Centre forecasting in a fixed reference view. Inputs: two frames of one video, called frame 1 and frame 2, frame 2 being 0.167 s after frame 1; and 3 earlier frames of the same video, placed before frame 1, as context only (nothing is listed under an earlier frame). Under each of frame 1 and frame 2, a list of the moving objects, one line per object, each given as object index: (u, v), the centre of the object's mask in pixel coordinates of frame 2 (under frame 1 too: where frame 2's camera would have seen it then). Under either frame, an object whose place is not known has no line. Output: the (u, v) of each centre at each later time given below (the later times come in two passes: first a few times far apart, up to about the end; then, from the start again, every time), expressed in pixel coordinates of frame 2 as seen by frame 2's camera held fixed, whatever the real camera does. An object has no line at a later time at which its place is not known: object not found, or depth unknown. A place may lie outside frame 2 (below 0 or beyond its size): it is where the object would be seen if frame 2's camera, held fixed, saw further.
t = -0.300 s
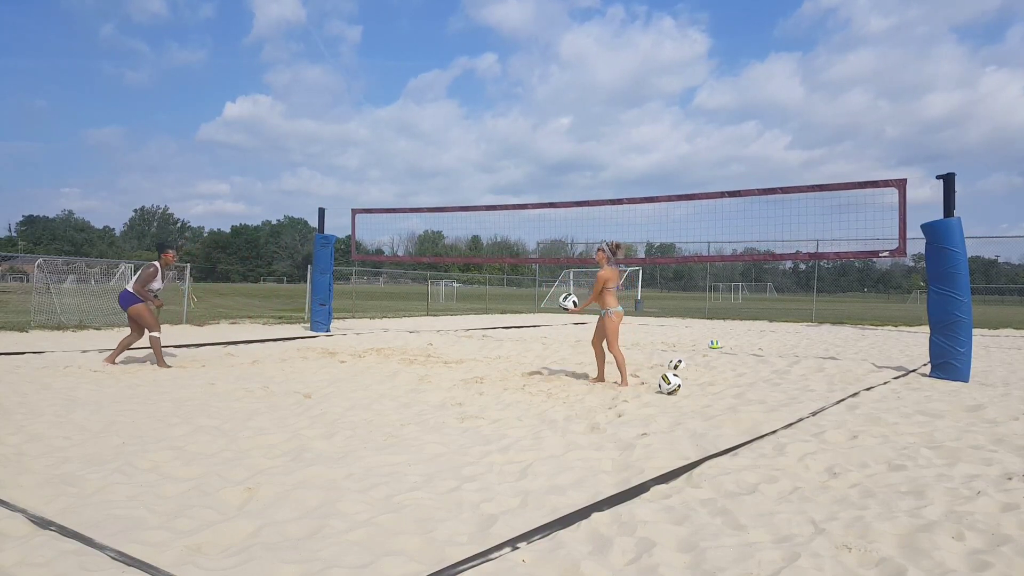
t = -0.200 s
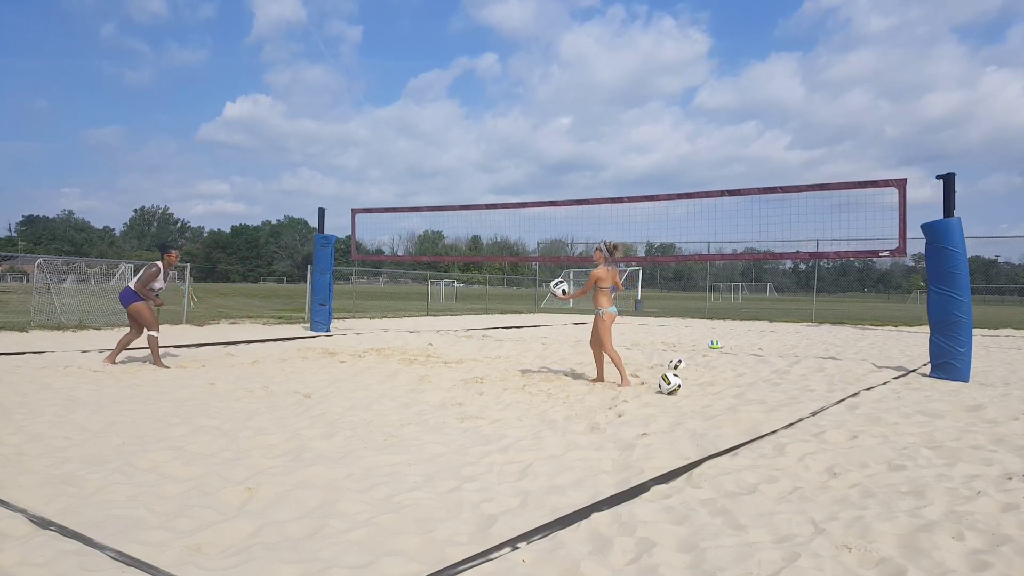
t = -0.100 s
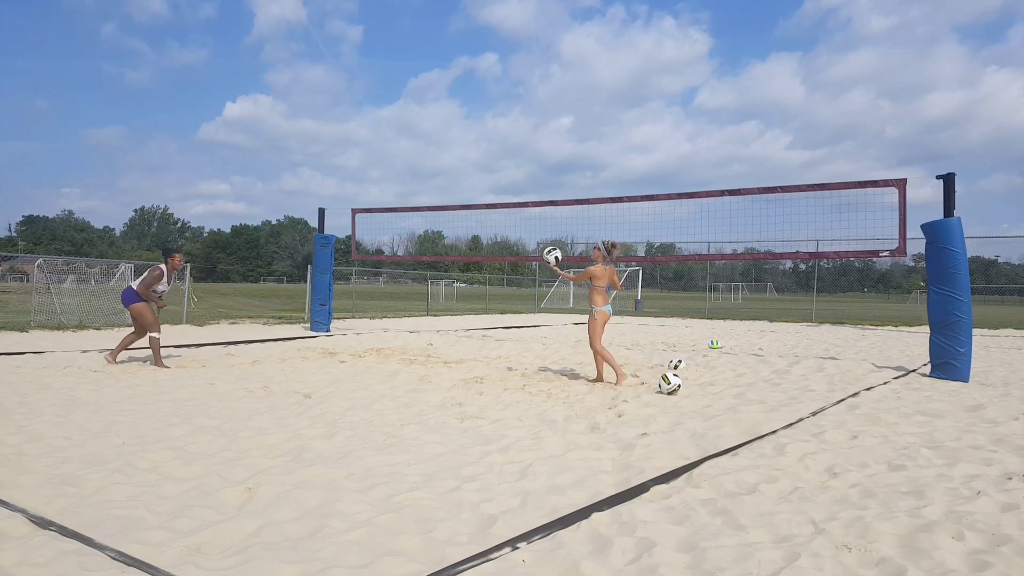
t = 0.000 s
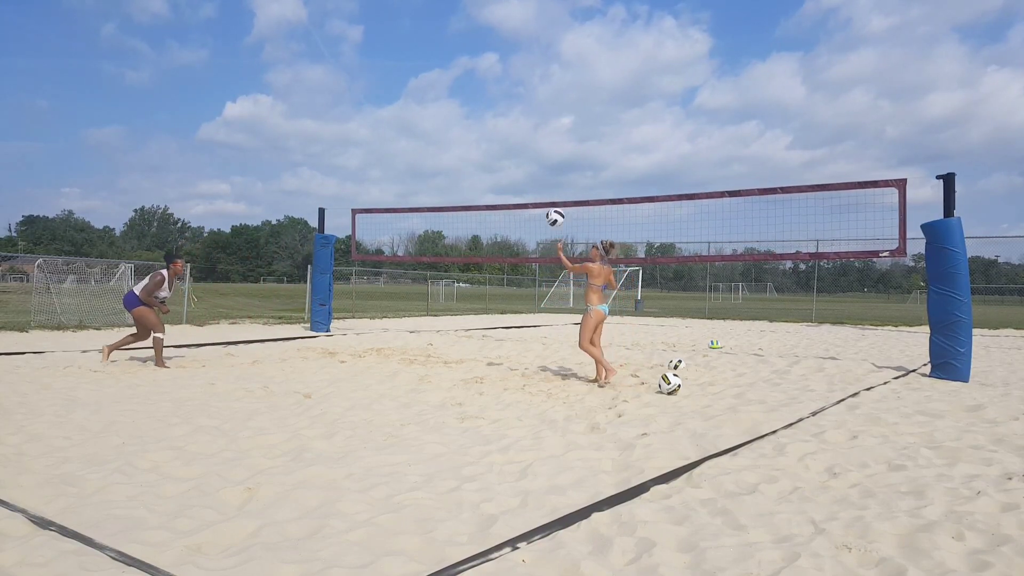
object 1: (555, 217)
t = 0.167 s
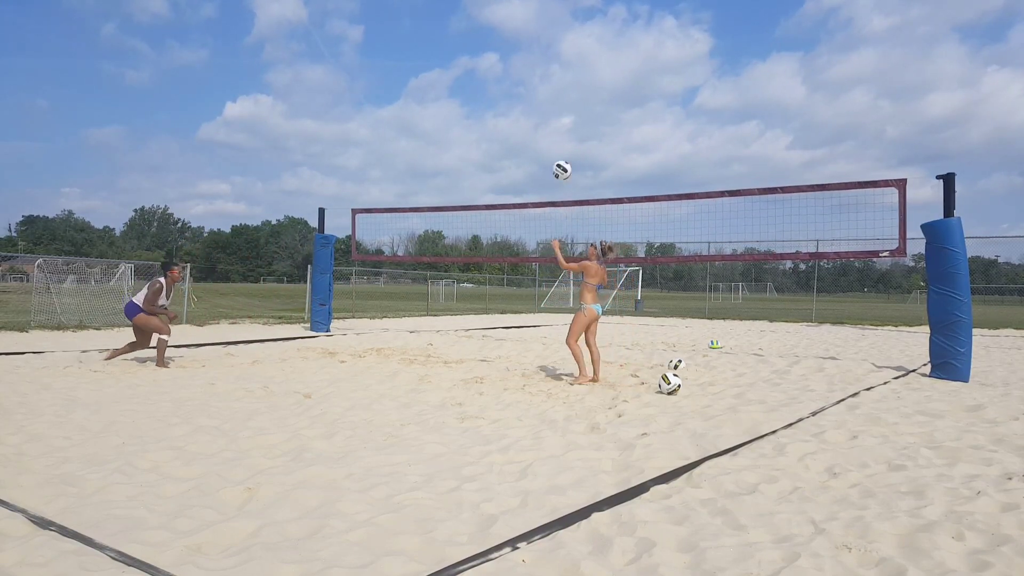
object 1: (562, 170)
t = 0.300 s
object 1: (567, 149)
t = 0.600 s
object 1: (578, 158)
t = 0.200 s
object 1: (563, 163)
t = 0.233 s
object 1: (564, 158)
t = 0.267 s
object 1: (565, 153)
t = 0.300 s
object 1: (567, 149)
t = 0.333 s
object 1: (568, 146)
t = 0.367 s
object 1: (569, 144)
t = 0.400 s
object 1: (570, 143)
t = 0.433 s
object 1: (572, 143)
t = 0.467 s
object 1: (573, 144)
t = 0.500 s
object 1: (574, 146)
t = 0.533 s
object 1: (575, 150)
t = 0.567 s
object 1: (577, 154)
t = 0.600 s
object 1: (578, 158)
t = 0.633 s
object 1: (579, 165)
